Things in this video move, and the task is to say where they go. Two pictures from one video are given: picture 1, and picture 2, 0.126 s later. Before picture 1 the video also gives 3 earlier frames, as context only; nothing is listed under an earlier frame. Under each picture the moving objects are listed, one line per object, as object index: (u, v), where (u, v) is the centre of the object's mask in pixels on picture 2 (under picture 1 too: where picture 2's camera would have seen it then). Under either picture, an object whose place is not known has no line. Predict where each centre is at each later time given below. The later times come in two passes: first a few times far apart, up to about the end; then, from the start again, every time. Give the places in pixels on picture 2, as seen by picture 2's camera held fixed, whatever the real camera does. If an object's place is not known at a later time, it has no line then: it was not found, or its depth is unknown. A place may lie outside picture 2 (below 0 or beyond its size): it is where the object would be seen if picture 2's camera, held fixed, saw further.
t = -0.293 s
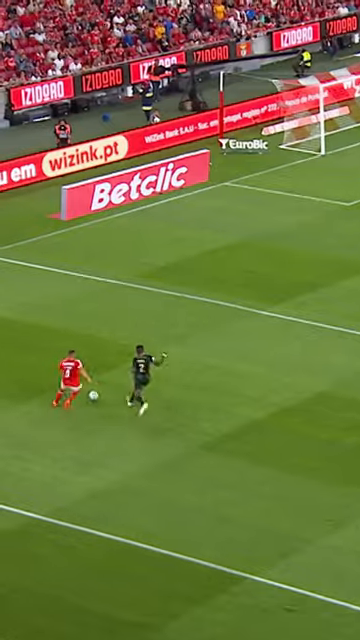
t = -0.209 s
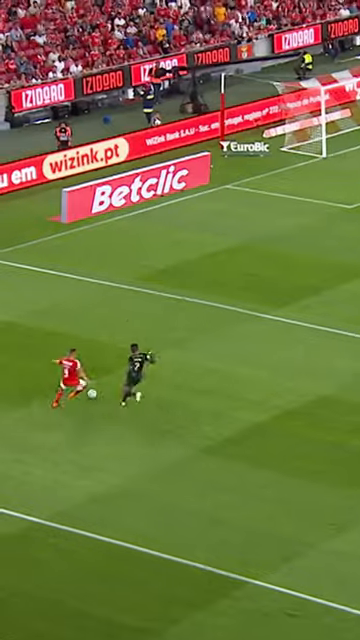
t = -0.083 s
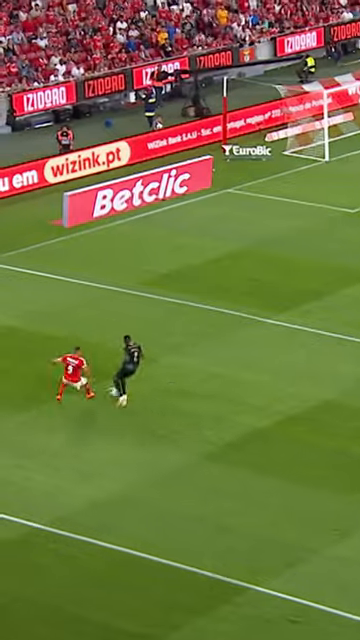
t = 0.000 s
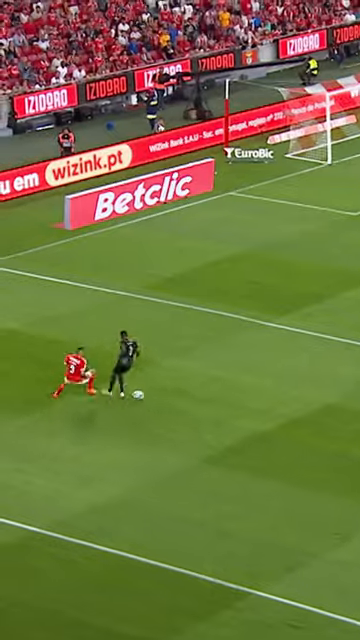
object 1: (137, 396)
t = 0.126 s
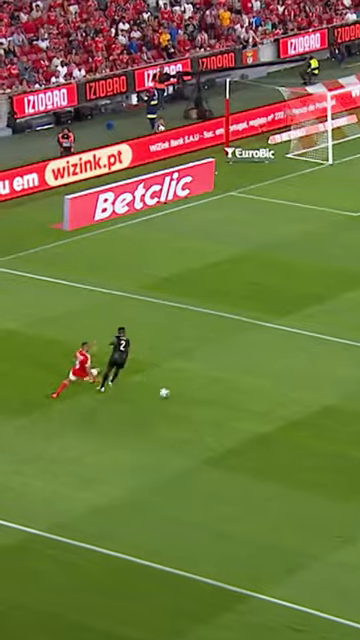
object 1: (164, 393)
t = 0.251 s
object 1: (188, 392)
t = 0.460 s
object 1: (223, 386)
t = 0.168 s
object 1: (172, 392)
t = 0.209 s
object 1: (180, 392)
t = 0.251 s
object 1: (188, 392)
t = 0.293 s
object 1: (195, 390)
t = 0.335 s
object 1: (202, 388)
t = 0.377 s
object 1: (210, 388)
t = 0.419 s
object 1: (217, 387)
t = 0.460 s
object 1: (223, 386)
